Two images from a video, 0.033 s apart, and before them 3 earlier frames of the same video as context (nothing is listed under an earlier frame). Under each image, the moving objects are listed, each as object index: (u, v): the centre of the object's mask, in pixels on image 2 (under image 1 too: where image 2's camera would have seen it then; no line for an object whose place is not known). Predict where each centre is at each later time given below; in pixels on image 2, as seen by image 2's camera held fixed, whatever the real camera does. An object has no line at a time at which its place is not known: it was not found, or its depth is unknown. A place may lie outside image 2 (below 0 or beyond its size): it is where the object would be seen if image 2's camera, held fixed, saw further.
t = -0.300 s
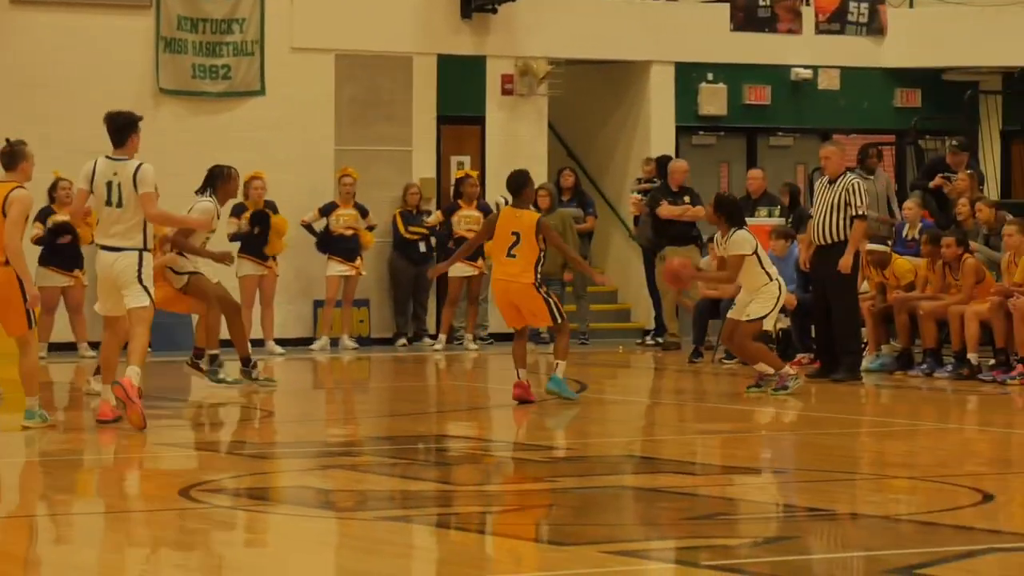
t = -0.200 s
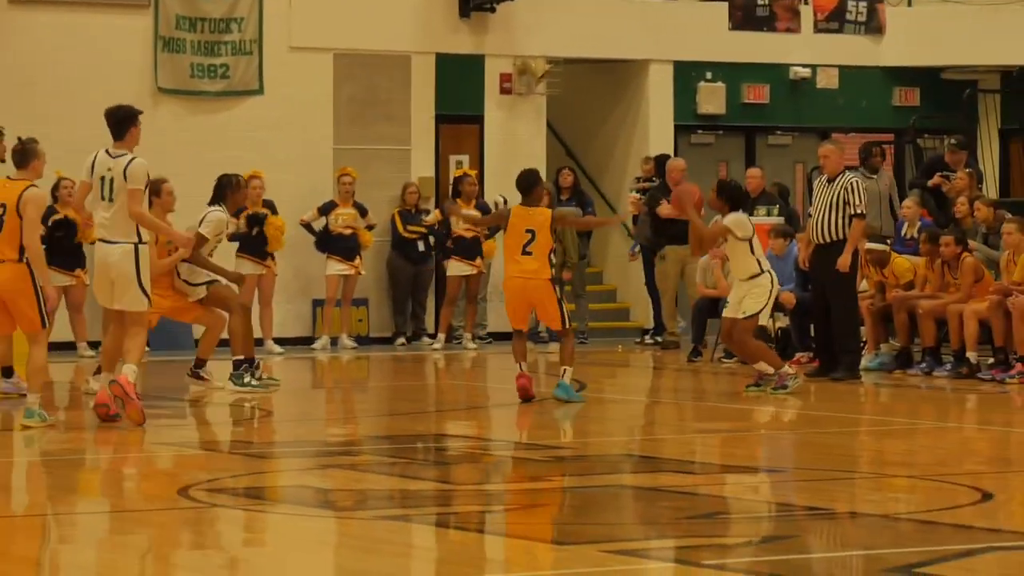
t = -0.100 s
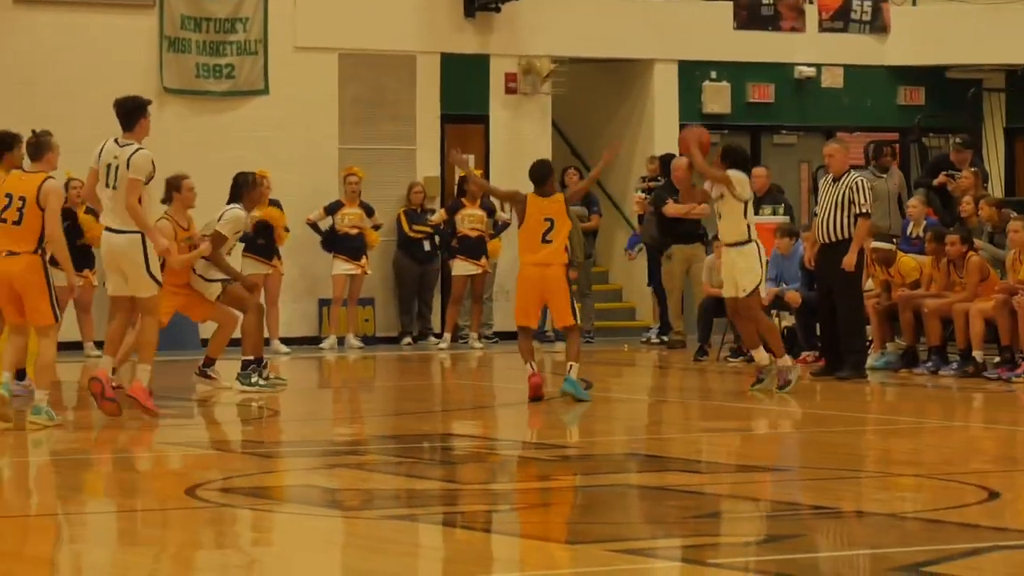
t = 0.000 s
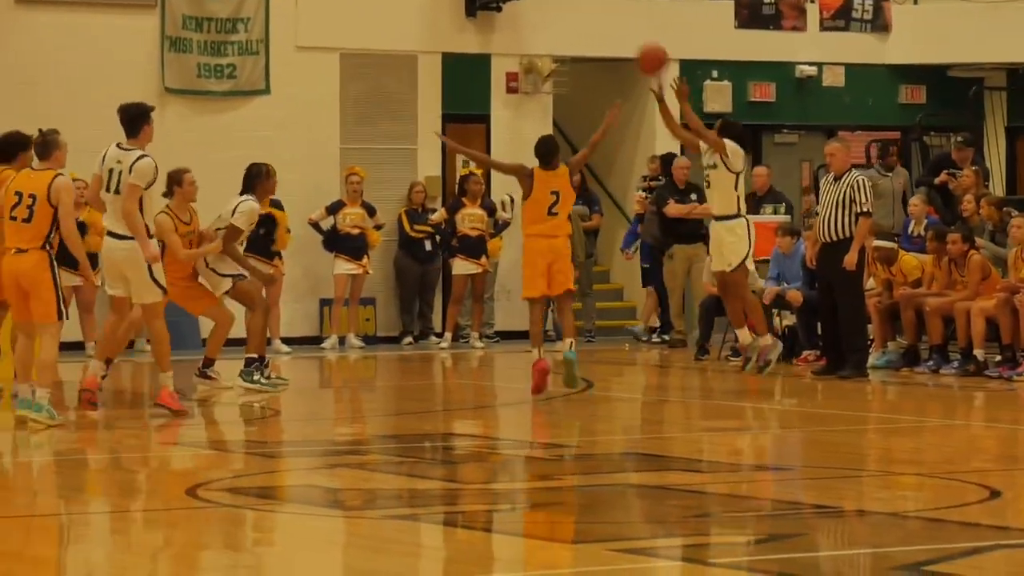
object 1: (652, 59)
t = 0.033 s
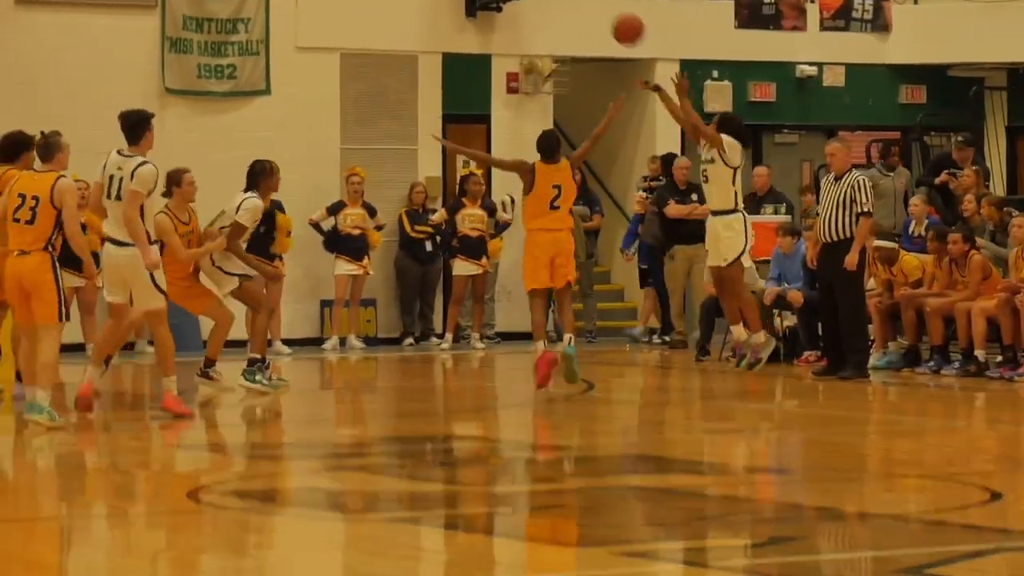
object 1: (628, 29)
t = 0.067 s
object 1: (604, 0)
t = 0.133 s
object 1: (557, -44)
